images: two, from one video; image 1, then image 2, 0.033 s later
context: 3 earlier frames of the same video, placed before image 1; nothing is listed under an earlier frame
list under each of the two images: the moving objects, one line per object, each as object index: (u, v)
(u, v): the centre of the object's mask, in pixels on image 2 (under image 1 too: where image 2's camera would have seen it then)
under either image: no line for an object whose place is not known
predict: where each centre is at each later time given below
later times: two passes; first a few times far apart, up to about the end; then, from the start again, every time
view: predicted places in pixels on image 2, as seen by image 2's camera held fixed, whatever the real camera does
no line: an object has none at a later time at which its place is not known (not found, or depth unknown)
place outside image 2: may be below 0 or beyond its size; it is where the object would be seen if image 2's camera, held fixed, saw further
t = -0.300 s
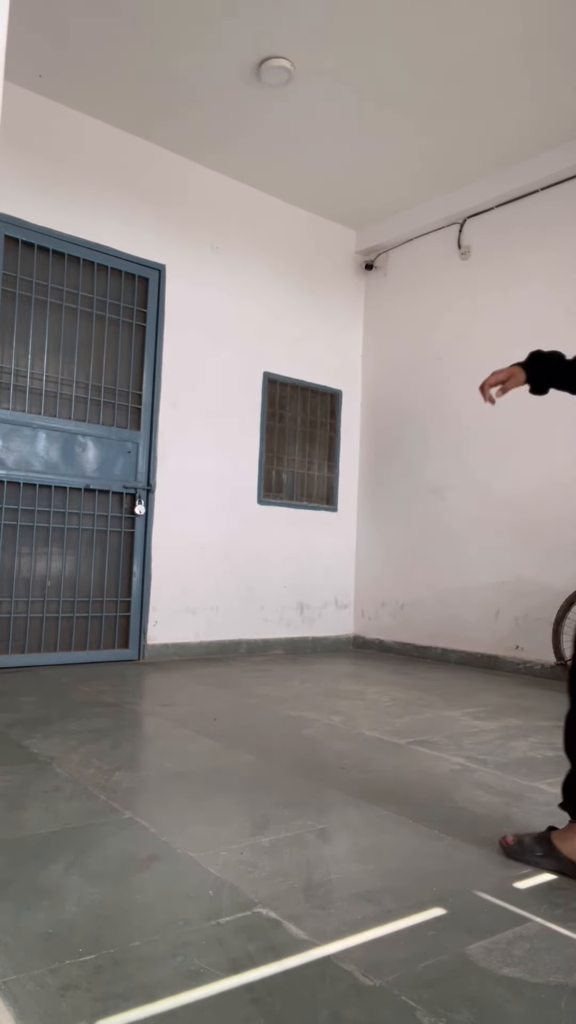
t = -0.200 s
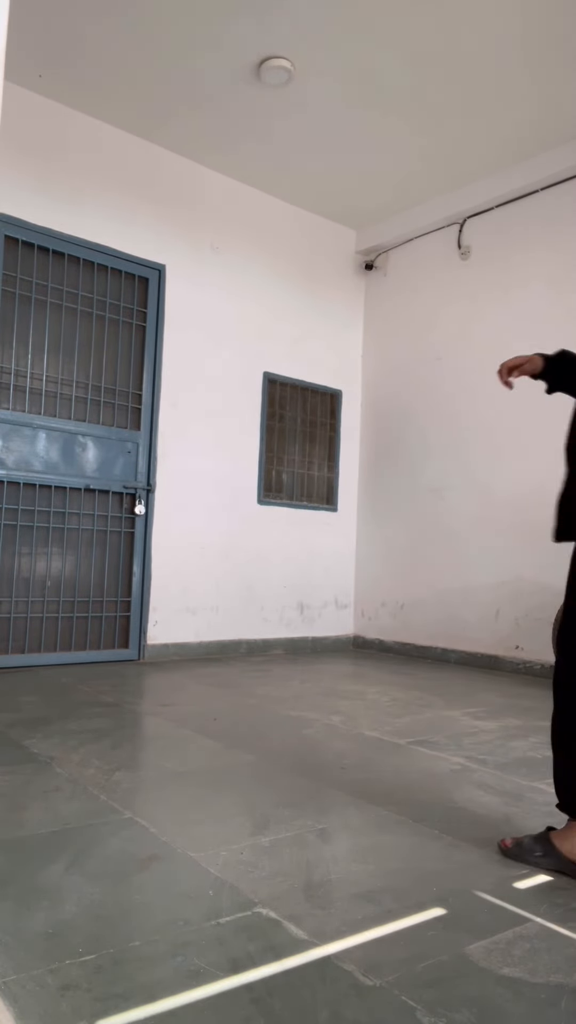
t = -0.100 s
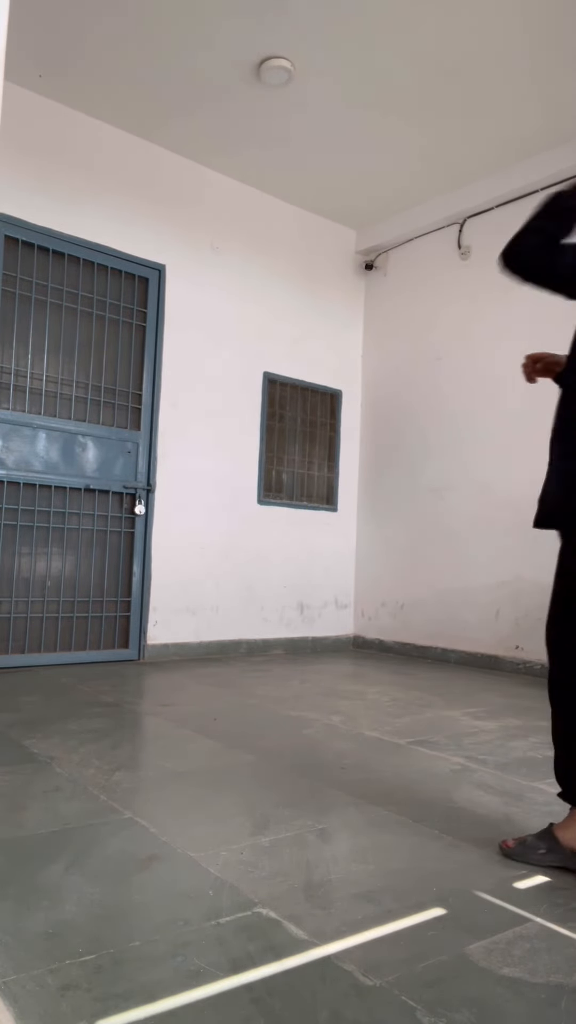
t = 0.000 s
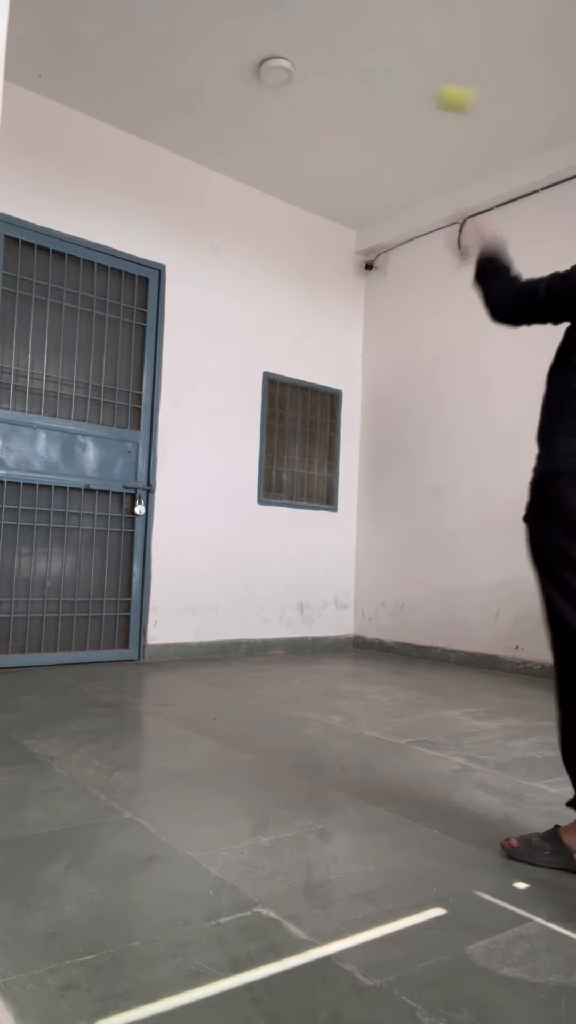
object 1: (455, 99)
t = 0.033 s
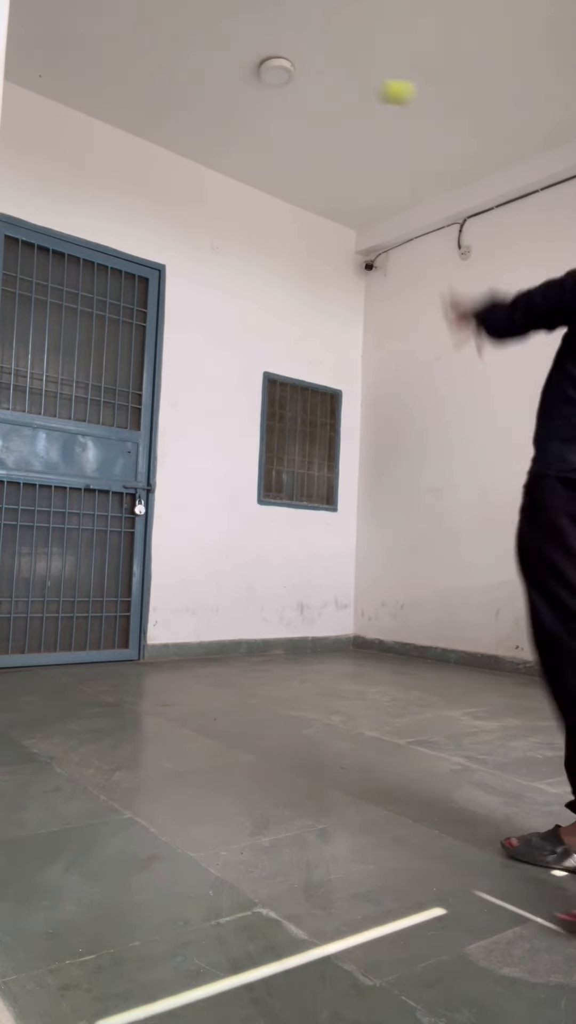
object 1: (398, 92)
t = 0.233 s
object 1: (198, 114)
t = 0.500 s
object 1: (188, 147)
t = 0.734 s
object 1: (375, 180)
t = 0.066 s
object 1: (349, 90)
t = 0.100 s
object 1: (309, 91)
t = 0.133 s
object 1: (275, 94)
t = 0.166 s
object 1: (247, 99)
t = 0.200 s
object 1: (220, 107)
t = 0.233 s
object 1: (198, 114)
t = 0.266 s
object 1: (178, 125)
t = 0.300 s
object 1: (162, 135)
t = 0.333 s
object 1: (145, 146)
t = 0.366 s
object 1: (131, 158)
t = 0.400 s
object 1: (127, 165)
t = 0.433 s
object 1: (147, 157)
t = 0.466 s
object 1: (167, 151)
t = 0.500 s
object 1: (188, 147)
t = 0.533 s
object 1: (210, 144)
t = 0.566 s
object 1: (233, 144)
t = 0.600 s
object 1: (258, 146)
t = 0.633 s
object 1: (284, 150)
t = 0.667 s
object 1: (313, 157)
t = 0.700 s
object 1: (342, 167)
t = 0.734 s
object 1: (375, 180)
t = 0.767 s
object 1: (409, 196)
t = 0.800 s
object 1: (447, 216)
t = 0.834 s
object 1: (486, 242)
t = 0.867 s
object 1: (528, 272)
